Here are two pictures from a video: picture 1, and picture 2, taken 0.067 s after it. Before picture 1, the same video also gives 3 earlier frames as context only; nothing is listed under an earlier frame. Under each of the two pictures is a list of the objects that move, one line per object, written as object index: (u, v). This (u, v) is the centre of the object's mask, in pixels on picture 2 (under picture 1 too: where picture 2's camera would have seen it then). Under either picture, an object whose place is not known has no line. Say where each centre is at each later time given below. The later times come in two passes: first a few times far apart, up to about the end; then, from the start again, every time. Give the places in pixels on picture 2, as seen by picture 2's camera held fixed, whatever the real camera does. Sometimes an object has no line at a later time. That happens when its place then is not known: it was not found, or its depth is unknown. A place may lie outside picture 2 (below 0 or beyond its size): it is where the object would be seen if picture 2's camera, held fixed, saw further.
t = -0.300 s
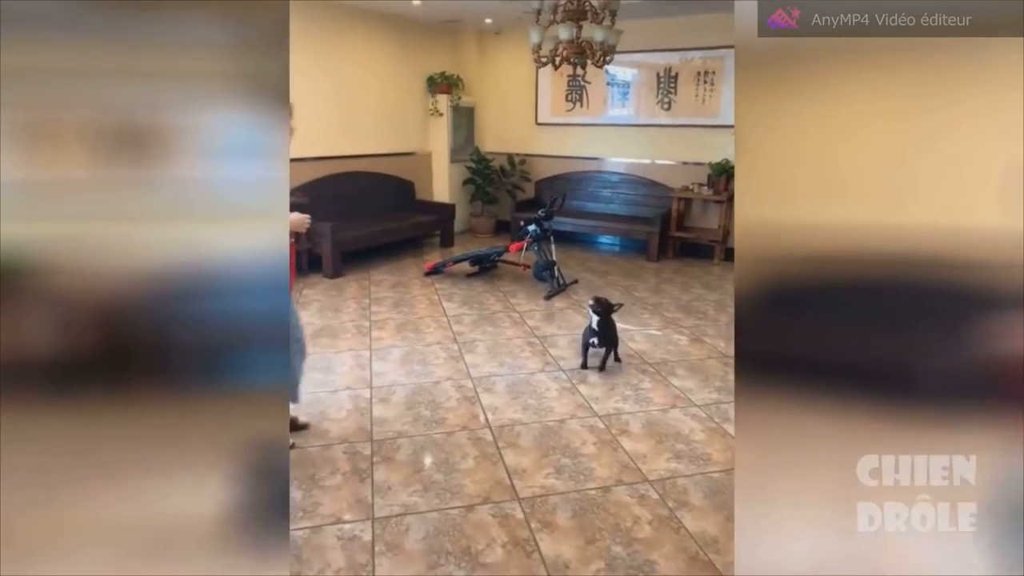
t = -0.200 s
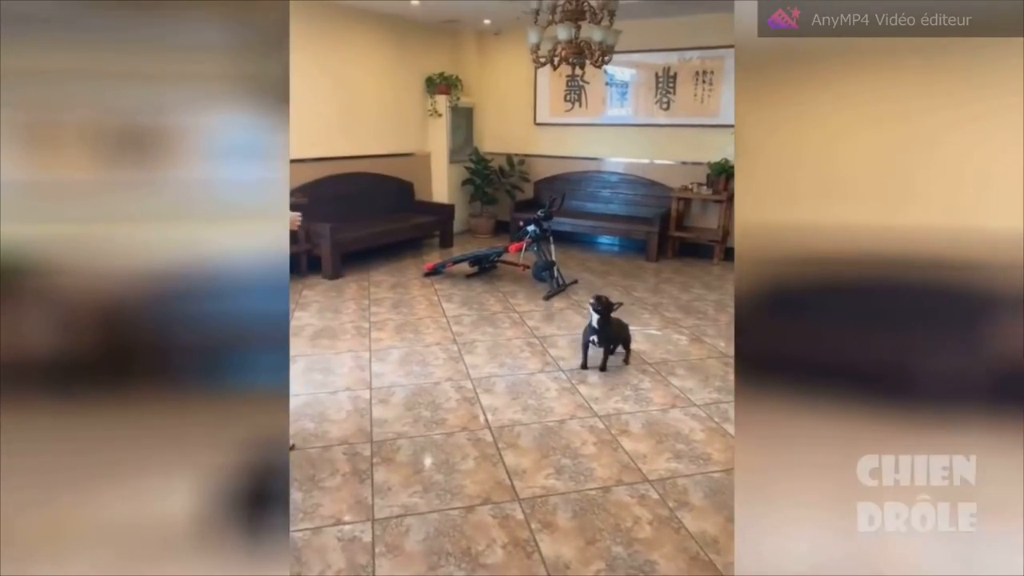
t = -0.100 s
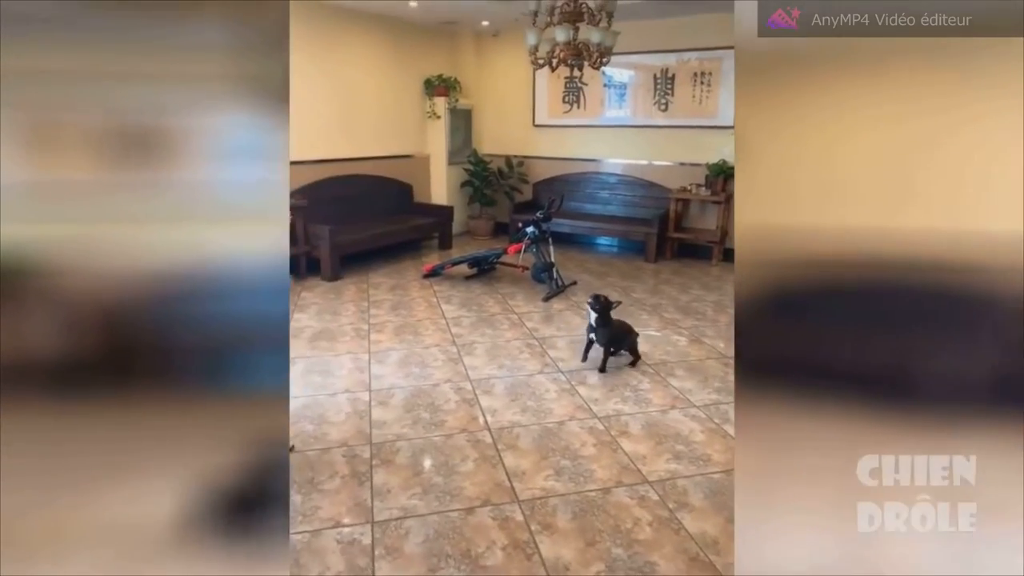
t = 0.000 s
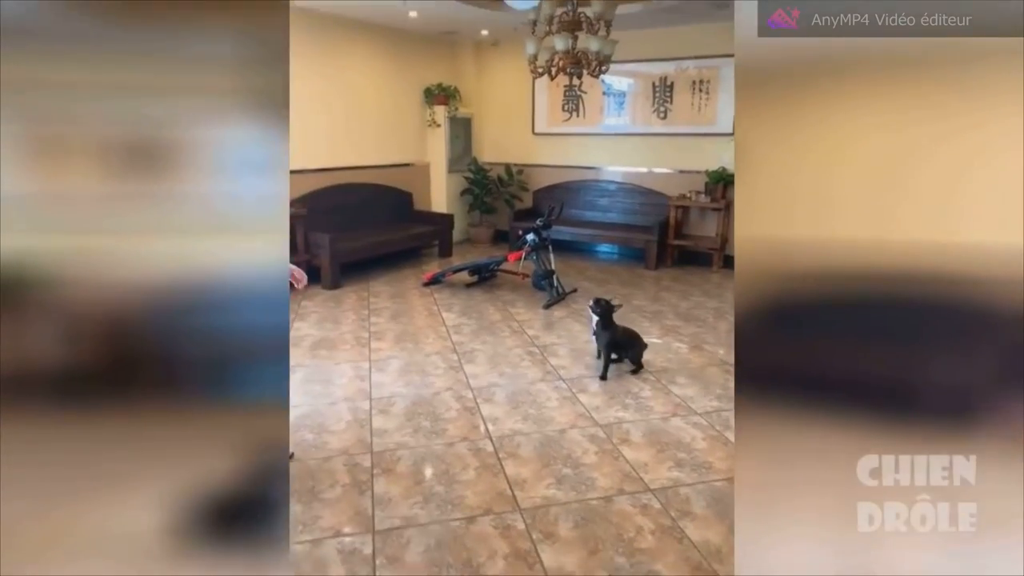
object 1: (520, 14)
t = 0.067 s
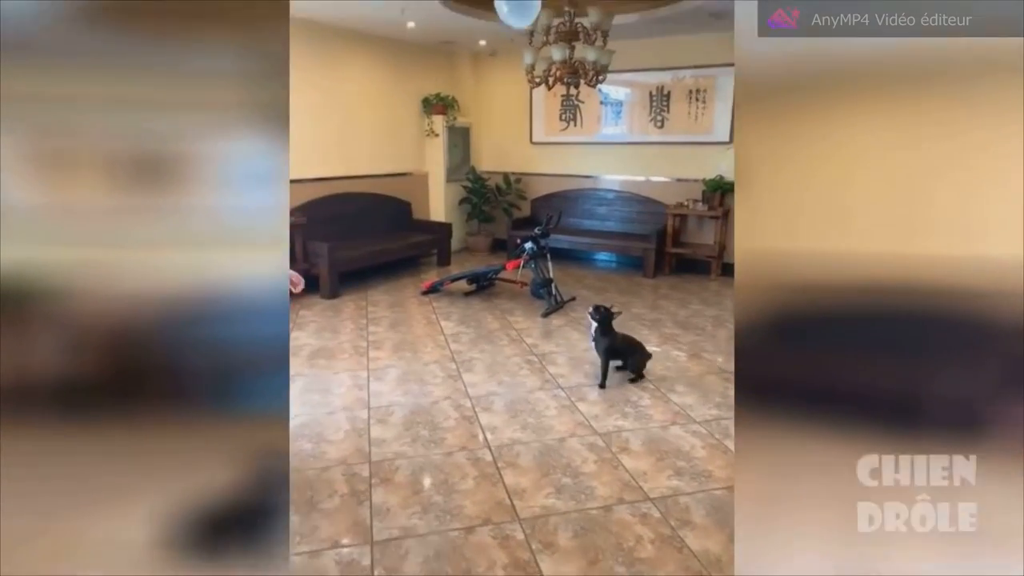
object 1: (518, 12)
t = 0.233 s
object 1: (517, 26)
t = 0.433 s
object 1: (515, 61)
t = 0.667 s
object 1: (510, 109)
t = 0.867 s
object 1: (503, 149)
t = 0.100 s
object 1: (517, 11)
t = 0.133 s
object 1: (517, 10)
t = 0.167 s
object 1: (517, 14)
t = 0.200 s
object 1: (517, 20)
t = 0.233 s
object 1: (517, 26)
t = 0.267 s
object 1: (517, 32)
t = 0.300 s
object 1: (516, 37)
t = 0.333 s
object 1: (516, 43)
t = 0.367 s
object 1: (516, 49)
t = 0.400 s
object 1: (515, 55)
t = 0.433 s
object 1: (515, 61)
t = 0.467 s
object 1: (515, 68)
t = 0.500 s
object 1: (514, 74)
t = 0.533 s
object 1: (514, 82)
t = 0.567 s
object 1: (513, 88)
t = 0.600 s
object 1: (512, 95)
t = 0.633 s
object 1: (511, 102)
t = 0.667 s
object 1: (510, 109)
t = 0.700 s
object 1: (509, 116)
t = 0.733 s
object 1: (508, 122)
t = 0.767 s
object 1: (507, 129)
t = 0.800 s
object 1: (506, 136)
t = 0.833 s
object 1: (504, 142)
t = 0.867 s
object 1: (503, 149)
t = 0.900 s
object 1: (501, 155)
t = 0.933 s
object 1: (499, 162)
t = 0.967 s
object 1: (497, 168)
